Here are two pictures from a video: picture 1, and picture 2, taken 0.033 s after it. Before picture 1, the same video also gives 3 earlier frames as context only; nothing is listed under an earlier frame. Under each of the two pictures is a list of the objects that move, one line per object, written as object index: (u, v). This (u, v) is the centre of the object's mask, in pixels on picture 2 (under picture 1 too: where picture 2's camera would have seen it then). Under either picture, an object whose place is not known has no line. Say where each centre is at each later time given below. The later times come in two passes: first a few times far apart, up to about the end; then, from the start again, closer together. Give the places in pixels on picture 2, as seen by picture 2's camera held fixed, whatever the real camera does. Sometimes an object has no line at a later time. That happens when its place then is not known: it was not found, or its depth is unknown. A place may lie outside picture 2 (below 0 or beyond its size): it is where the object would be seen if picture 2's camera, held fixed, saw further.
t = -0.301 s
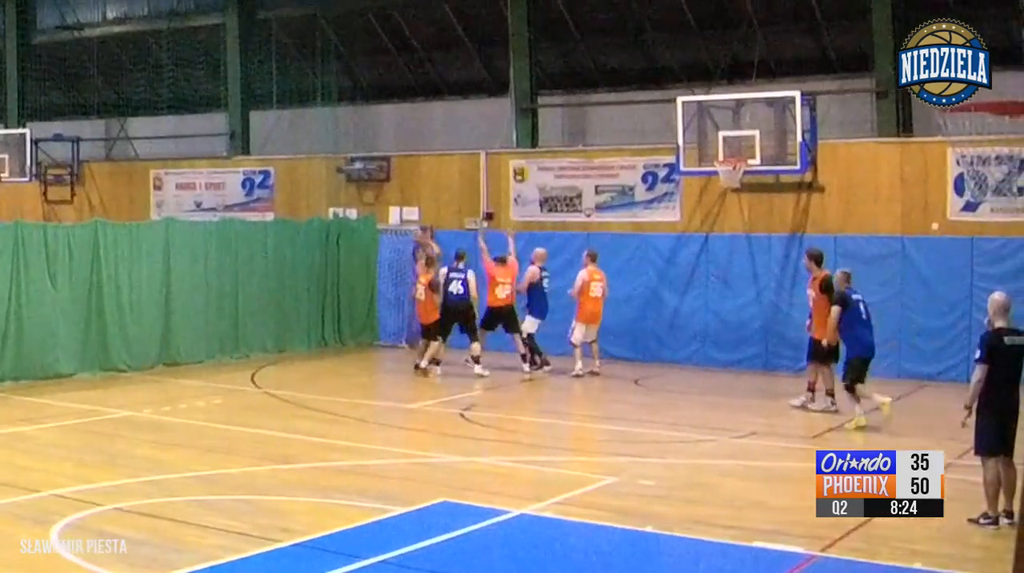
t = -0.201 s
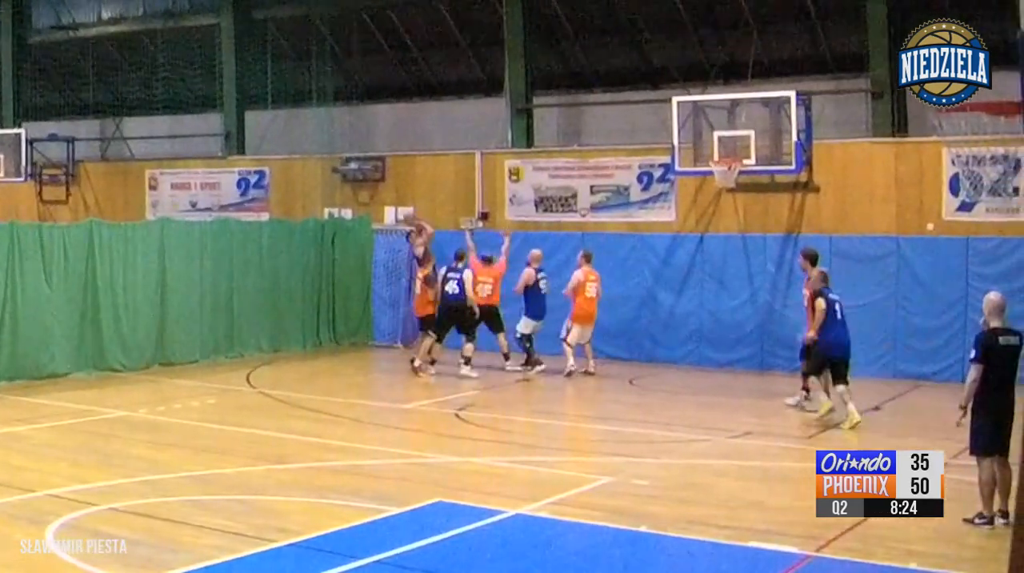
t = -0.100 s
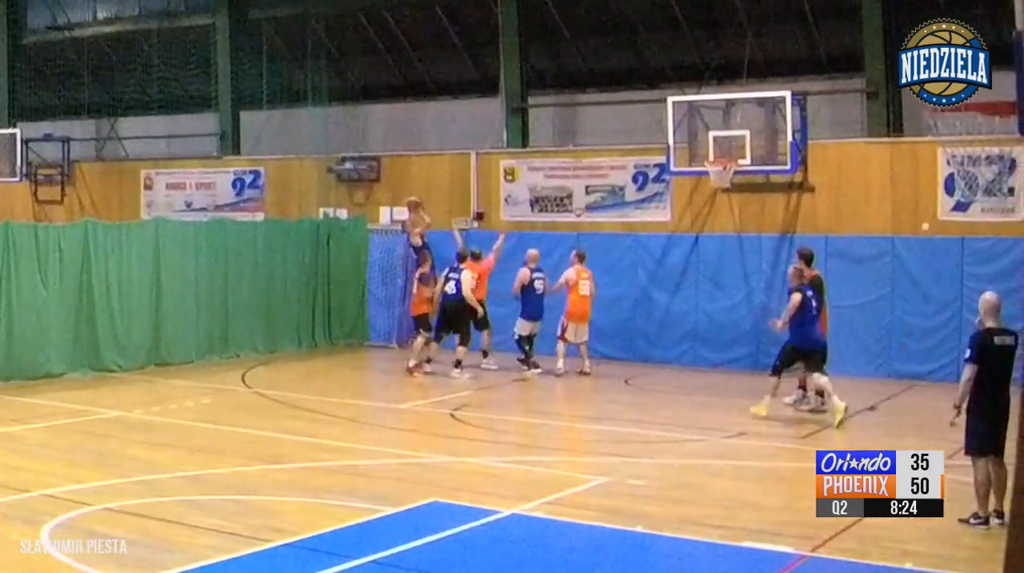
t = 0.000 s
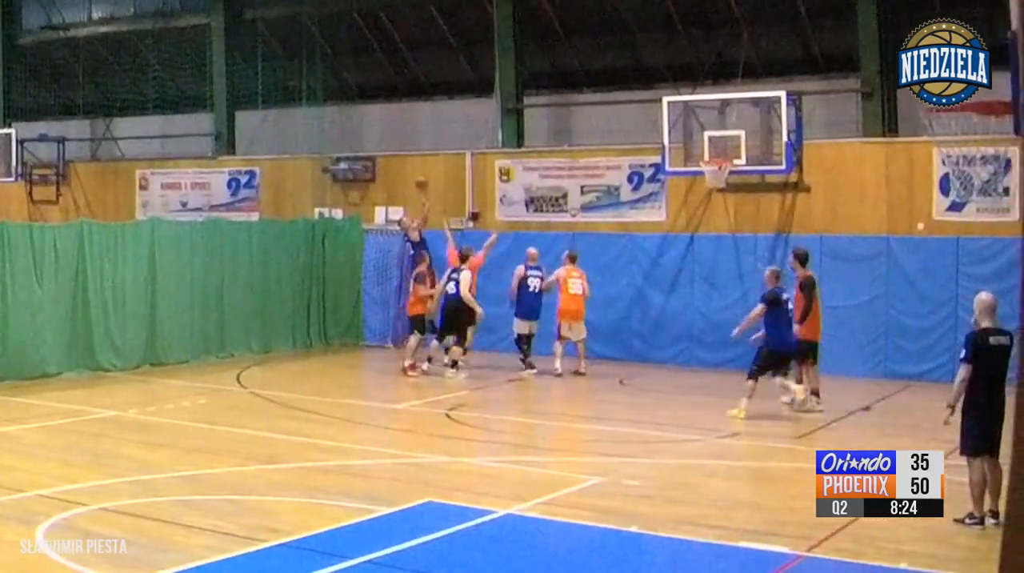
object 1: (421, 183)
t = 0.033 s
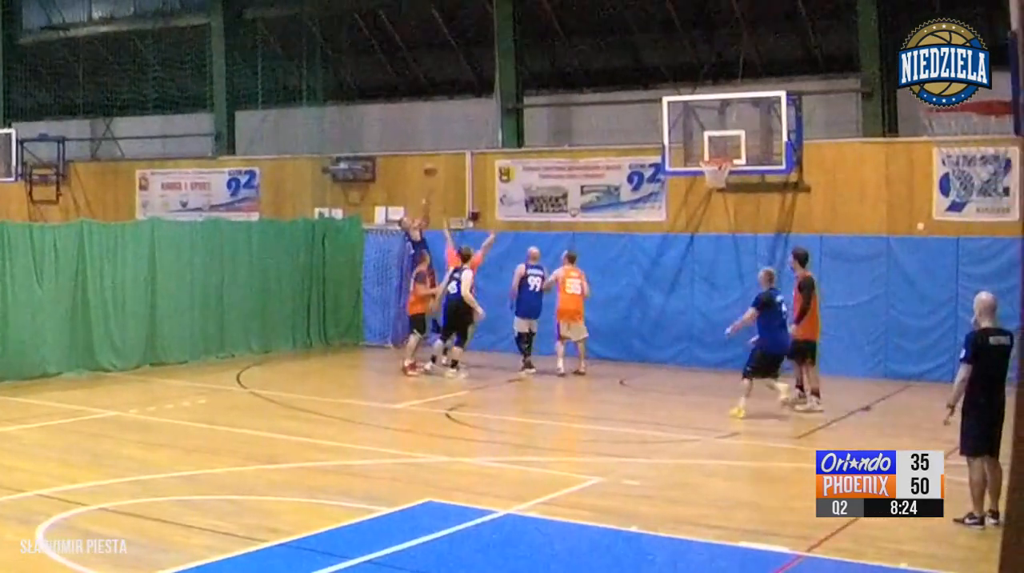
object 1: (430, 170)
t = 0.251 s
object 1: (486, 107)
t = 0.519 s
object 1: (557, 69)
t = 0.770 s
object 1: (627, 78)
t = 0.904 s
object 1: (665, 98)
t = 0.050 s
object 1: (434, 165)
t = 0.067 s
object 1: (439, 158)
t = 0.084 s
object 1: (443, 152)
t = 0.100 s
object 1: (447, 146)
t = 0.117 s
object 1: (452, 140)
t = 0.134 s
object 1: (457, 136)
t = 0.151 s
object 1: (460, 131)
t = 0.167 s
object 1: (464, 127)
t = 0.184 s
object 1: (469, 123)
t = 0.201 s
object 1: (472, 120)
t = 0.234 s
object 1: (481, 110)
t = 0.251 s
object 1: (486, 107)
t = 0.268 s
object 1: (490, 102)
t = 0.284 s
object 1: (494, 98)
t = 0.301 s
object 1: (499, 95)
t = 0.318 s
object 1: (502, 94)
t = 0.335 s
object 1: (506, 91)
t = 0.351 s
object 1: (512, 87)
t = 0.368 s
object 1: (516, 85)
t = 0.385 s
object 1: (520, 83)
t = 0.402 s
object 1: (526, 81)
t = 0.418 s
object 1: (530, 78)
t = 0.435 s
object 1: (534, 76)
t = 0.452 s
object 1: (539, 75)
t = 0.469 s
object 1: (543, 73)
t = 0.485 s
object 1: (547, 72)
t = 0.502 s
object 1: (552, 70)
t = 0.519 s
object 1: (557, 69)
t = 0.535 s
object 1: (561, 68)
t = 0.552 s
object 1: (566, 67)
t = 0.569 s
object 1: (571, 68)
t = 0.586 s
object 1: (575, 67)
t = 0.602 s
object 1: (580, 67)
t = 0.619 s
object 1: (585, 67)
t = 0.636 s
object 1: (589, 68)
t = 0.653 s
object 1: (594, 68)
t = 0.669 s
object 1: (598, 69)
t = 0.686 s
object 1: (603, 70)
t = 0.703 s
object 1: (608, 71)
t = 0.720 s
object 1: (612, 73)
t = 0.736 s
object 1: (617, 74)
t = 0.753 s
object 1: (622, 76)
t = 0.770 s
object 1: (627, 78)
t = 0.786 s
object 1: (631, 79)
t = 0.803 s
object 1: (636, 81)
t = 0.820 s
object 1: (641, 83)
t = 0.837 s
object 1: (646, 86)
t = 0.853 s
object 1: (651, 88)
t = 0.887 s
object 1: (660, 94)
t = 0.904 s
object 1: (665, 98)
